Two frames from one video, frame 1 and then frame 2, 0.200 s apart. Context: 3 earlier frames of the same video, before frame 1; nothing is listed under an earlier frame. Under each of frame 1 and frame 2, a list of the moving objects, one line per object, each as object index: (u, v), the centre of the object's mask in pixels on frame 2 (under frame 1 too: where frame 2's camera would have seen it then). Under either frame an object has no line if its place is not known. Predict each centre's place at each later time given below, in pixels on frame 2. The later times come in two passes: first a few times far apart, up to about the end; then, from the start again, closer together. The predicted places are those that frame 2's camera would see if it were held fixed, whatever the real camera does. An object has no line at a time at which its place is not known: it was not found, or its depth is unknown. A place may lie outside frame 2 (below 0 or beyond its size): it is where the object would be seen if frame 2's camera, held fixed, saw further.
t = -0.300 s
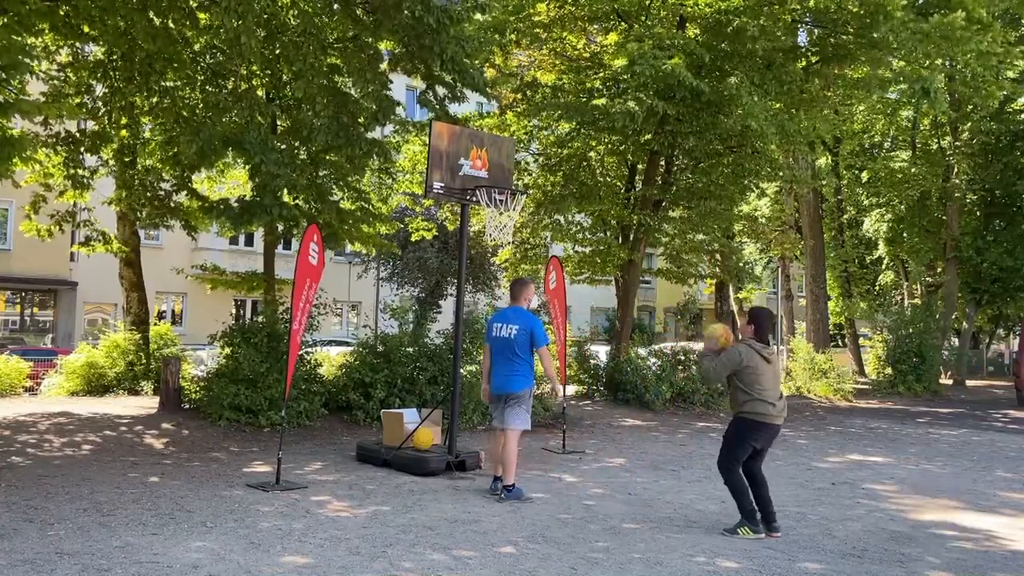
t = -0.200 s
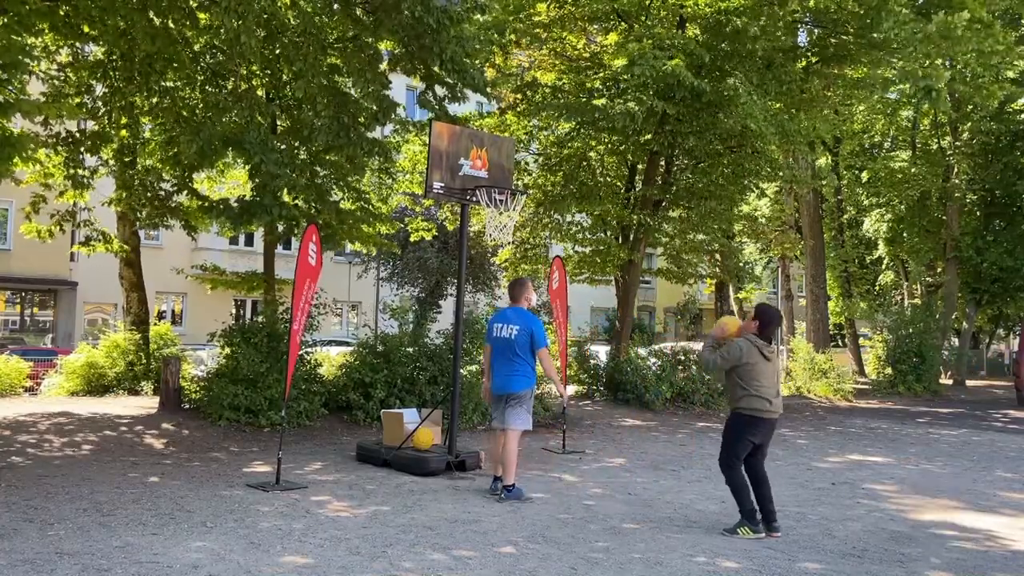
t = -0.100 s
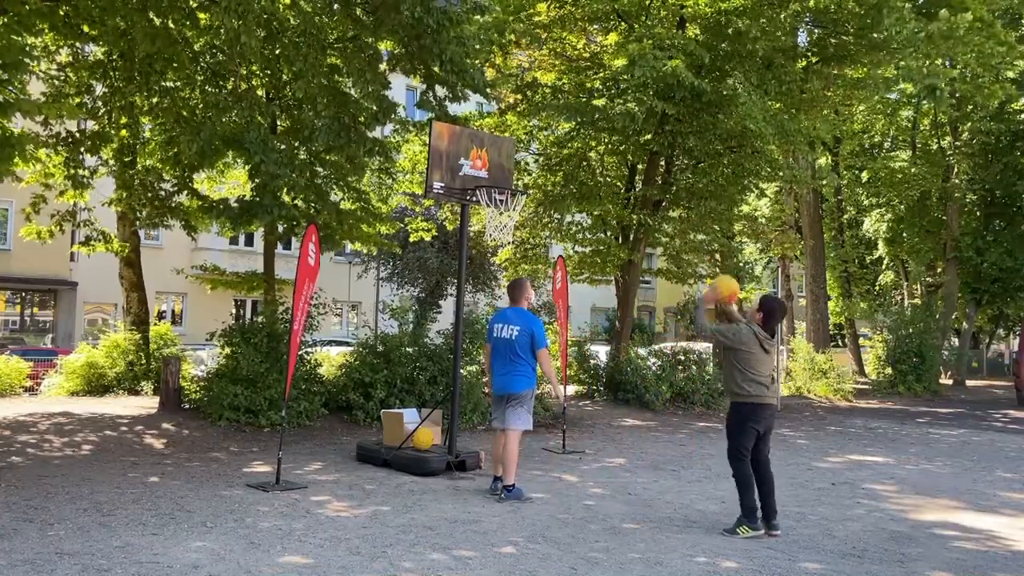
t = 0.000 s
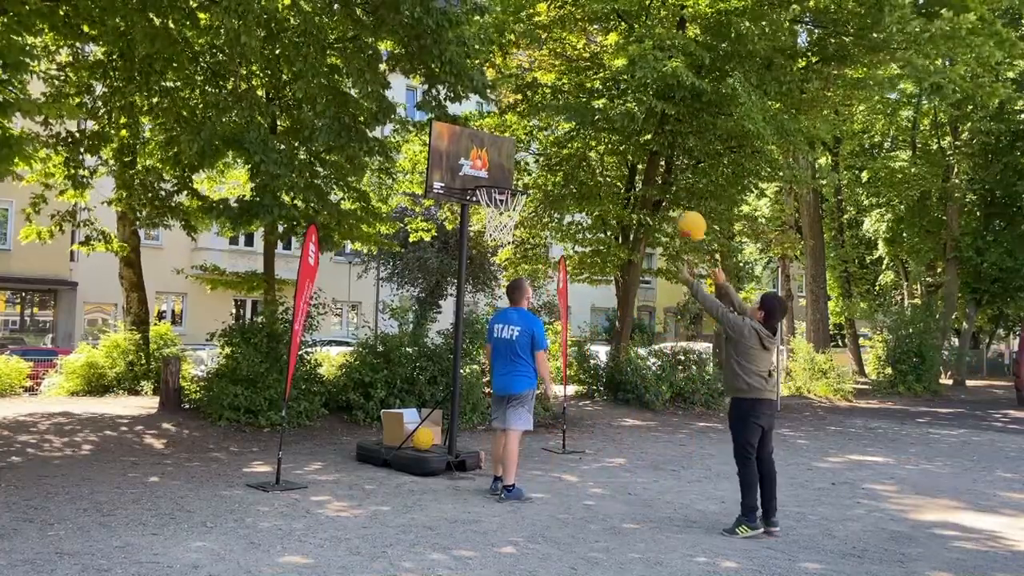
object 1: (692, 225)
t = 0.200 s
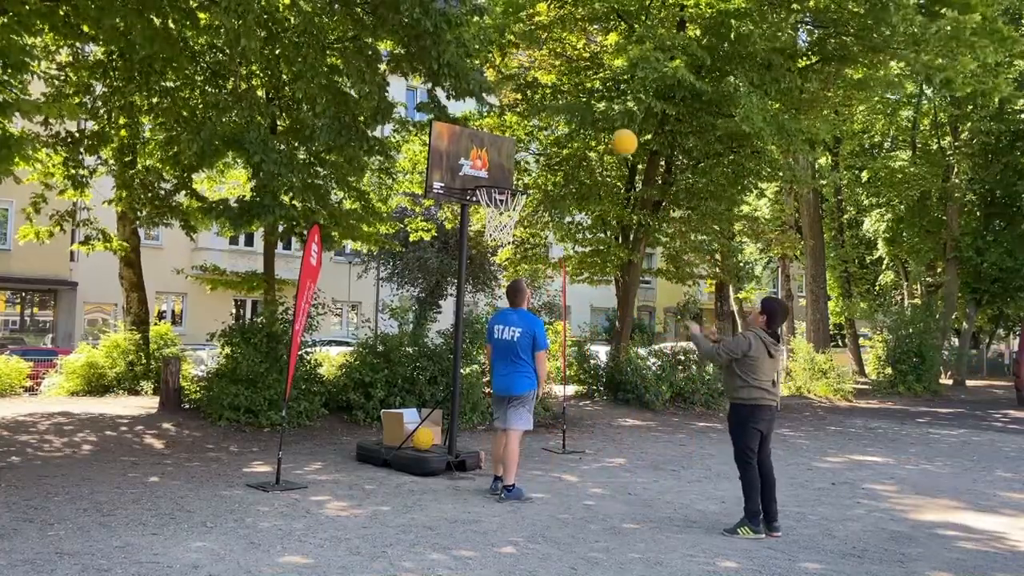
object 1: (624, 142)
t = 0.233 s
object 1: (613, 135)
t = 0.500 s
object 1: (533, 119)
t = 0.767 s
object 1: (462, 182)
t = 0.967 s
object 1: (434, 205)
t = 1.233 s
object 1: (382, 298)
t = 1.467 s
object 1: (329, 461)
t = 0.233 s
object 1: (613, 135)
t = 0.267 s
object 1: (603, 128)
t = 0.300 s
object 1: (592, 122)
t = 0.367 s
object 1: (571, 116)
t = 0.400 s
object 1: (562, 115)
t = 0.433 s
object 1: (551, 115)
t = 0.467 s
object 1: (543, 116)
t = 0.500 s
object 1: (533, 119)
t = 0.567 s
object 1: (515, 128)
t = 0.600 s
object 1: (505, 132)
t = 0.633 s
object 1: (498, 142)
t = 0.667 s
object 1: (489, 149)
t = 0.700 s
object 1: (480, 159)
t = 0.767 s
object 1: (462, 182)
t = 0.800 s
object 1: (462, 190)
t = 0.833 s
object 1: (457, 192)
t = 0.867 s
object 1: (452, 193)
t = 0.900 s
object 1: (446, 196)
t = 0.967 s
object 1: (434, 205)
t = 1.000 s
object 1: (430, 212)
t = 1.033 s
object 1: (422, 220)
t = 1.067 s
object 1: (416, 230)
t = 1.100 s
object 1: (409, 241)
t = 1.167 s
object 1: (396, 267)
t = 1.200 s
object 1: (388, 282)
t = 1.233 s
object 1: (382, 298)
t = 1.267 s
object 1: (374, 318)
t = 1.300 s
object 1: (368, 337)
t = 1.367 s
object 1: (353, 383)
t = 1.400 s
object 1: (345, 407)
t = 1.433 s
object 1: (337, 433)
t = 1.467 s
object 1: (329, 461)
